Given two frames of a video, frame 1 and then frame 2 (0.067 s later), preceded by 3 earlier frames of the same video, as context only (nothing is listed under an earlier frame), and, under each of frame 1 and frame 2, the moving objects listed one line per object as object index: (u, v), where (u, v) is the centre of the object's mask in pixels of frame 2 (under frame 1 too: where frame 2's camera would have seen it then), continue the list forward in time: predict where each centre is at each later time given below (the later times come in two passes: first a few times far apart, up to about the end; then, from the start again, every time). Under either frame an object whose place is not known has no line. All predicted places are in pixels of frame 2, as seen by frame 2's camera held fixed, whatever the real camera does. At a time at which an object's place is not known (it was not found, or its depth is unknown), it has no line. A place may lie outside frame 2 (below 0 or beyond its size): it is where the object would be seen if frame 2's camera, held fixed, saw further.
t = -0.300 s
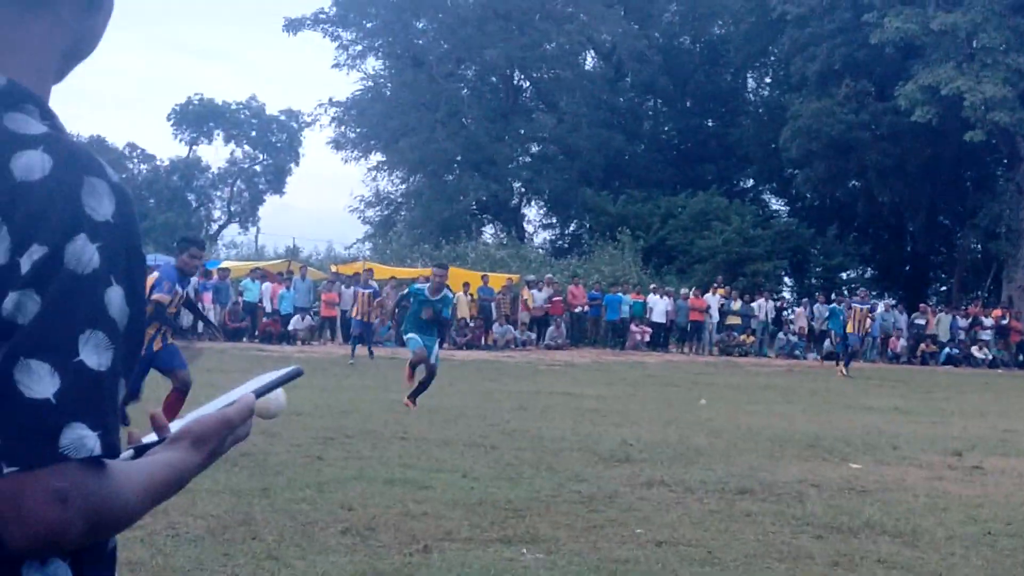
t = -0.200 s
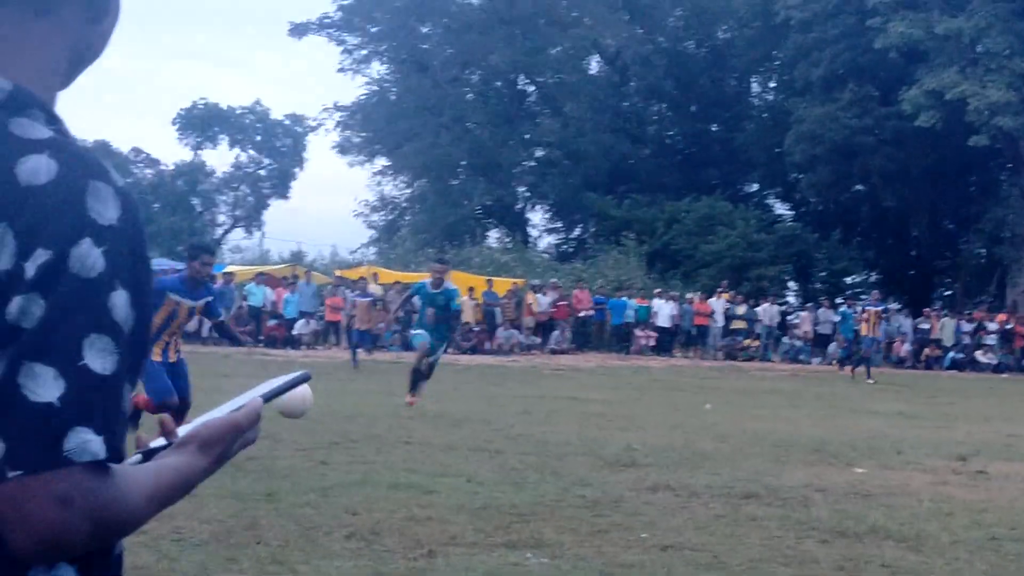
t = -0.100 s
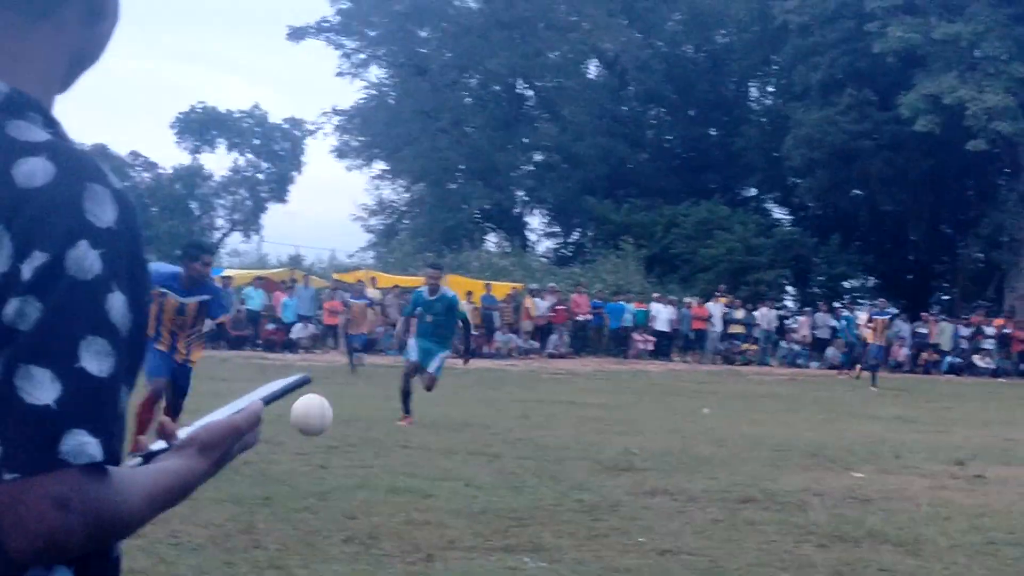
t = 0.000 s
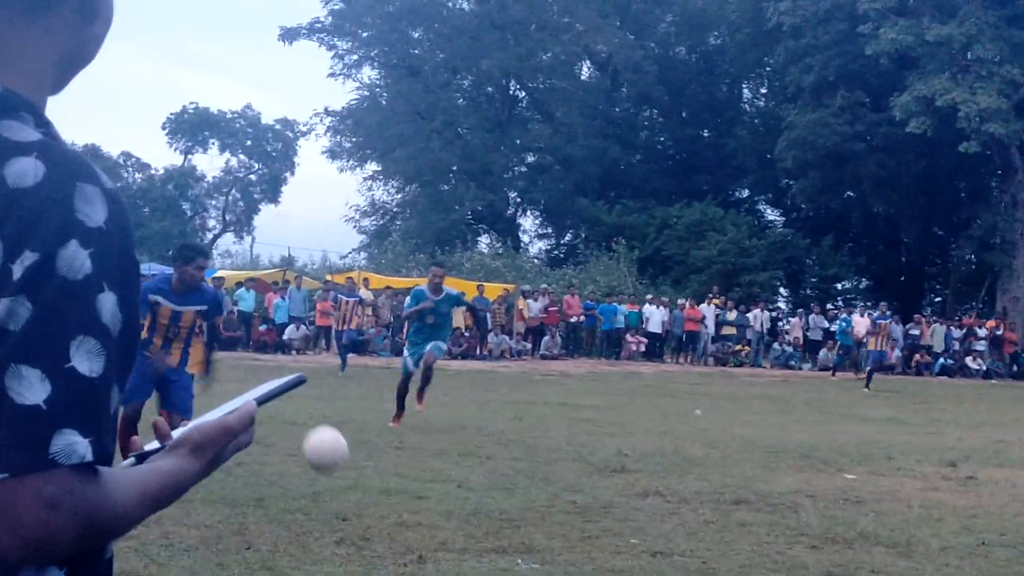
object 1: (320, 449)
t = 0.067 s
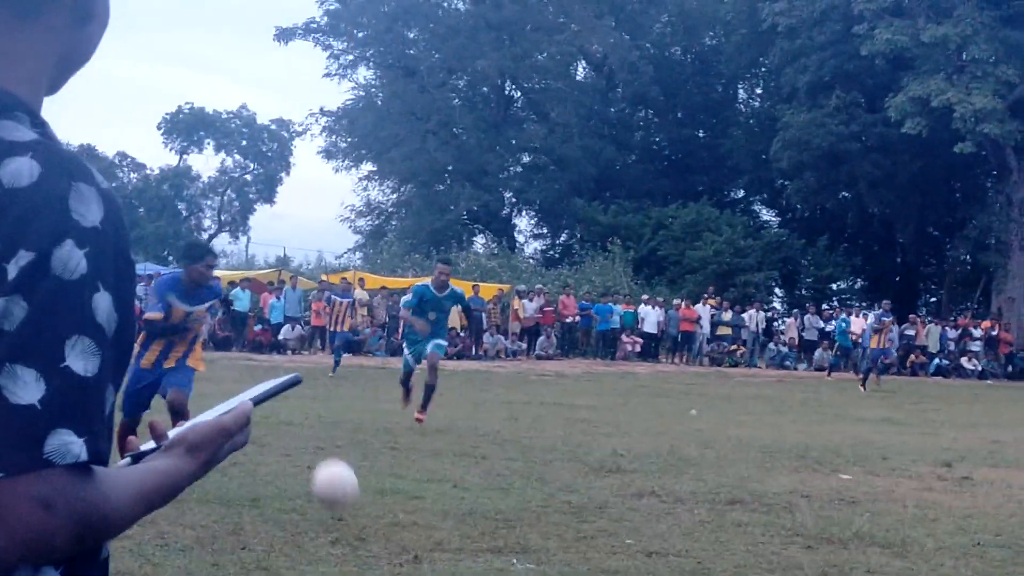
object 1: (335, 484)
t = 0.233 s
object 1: (377, 477)
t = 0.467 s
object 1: (442, 505)
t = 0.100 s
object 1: (342, 506)
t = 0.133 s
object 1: (351, 503)
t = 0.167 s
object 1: (359, 493)
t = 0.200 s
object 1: (368, 483)
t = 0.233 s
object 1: (377, 477)
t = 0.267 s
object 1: (386, 474)
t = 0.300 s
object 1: (395, 472)
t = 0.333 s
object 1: (405, 472)
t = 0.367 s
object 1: (413, 475)
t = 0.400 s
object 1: (423, 483)
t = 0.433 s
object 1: (433, 493)
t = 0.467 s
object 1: (442, 505)
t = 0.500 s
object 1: (453, 521)
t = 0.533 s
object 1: (462, 539)
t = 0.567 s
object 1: (472, 550)
